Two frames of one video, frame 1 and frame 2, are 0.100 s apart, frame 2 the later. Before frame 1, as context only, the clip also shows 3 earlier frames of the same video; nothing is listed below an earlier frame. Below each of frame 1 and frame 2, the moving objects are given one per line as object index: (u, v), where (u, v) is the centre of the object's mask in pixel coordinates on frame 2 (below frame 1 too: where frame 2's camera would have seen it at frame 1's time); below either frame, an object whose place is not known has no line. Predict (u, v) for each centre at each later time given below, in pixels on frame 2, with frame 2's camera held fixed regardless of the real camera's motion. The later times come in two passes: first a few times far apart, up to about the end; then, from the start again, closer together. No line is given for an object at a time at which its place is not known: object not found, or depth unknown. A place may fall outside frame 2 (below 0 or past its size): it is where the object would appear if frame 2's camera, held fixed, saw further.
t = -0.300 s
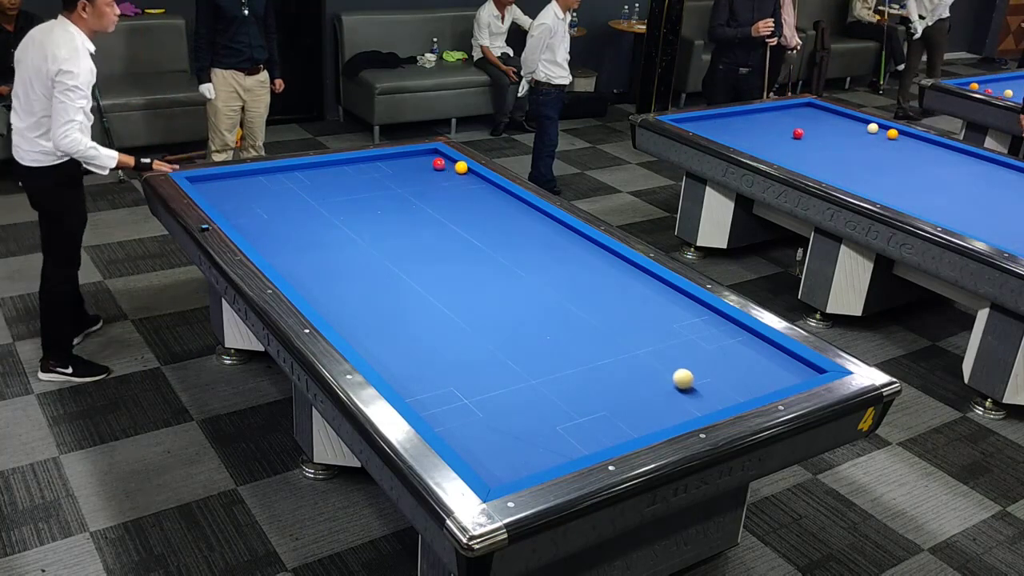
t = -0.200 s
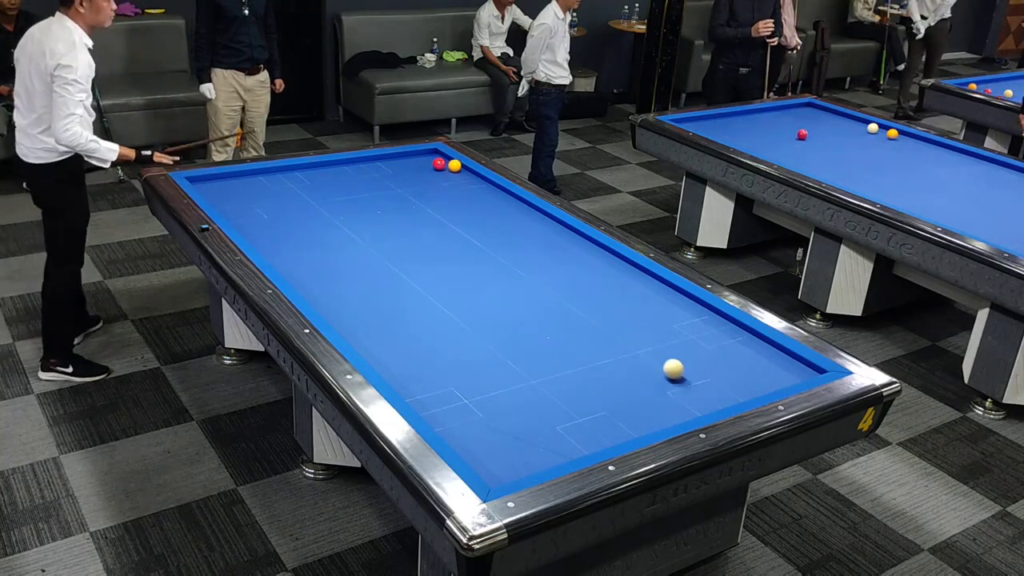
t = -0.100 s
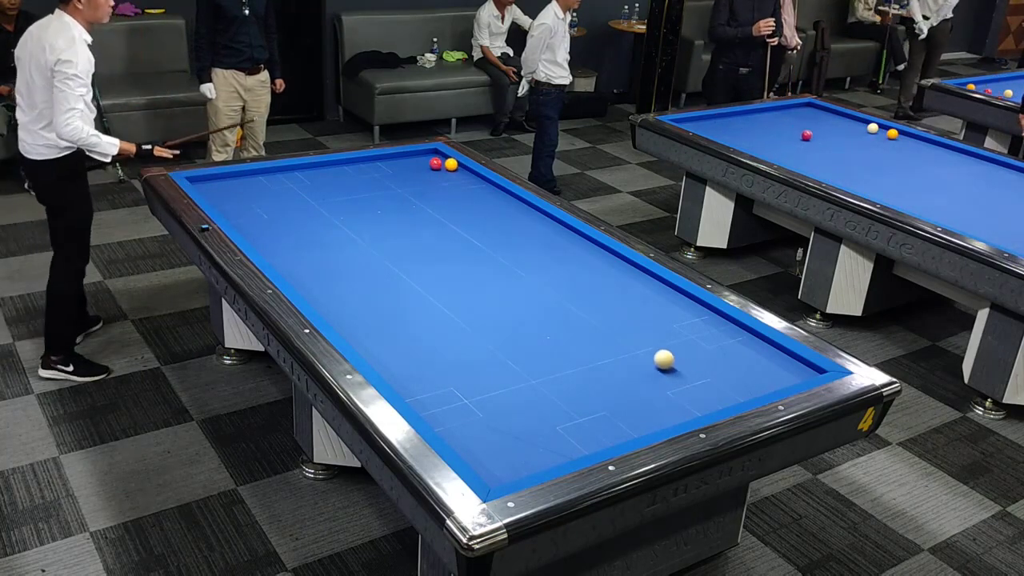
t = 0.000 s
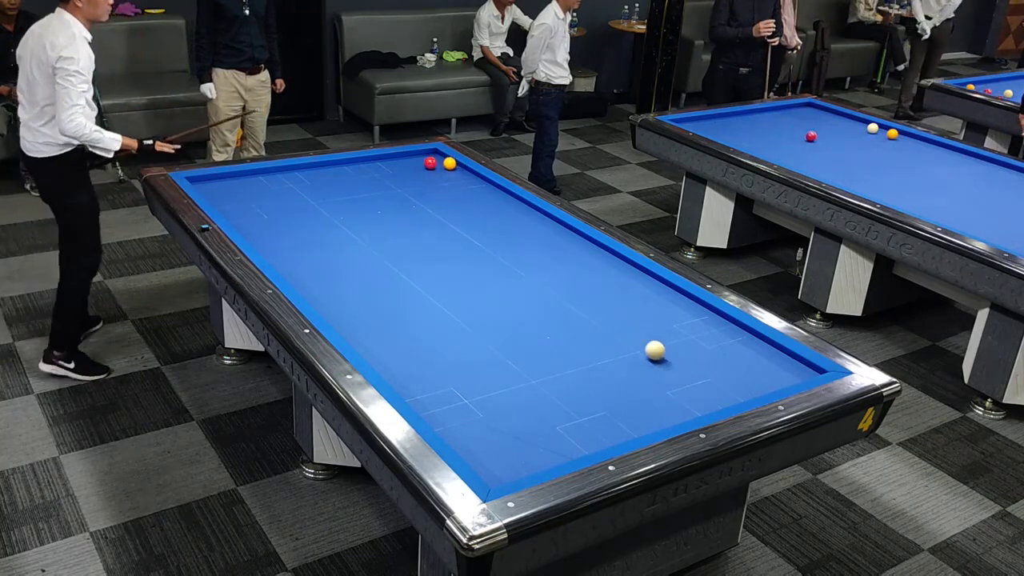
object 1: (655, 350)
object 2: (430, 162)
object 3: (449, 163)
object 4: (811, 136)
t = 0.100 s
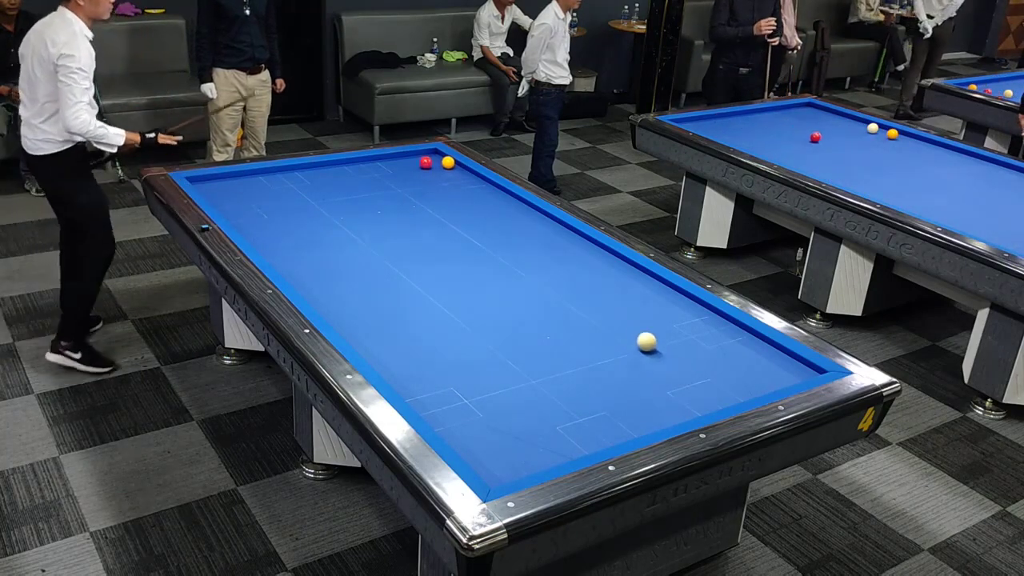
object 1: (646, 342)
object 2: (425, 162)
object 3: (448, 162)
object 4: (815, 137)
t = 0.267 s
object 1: (633, 328)
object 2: (417, 161)
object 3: (446, 161)
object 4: (822, 138)
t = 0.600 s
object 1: (608, 303)
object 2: (402, 159)
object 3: (441, 158)
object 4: (835, 141)
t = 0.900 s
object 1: (589, 283)
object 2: (390, 158)
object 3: (437, 155)
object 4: (847, 143)
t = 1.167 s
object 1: (573, 267)
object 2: (379, 157)
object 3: (434, 153)
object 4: (857, 145)
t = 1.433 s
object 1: (559, 252)
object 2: (375, 158)
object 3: (431, 152)
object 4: (866, 147)
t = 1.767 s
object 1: (543, 236)
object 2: (371, 160)
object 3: (430, 151)
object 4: (876, 149)
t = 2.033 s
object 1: (532, 223)
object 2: (368, 162)
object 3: (430, 152)
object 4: (884, 150)
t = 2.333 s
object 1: (519, 211)
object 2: (365, 163)
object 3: (430, 152)
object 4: (893, 152)
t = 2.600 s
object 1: (510, 201)
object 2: (362, 164)
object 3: (430, 153)
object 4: (899, 153)
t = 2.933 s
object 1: (498, 189)
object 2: (360, 165)
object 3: (430, 153)
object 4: (907, 155)
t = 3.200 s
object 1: (484, 182)
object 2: (359, 166)
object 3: (430, 153)
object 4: (913, 156)
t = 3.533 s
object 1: (465, 173)
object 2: (358, 166)
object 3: (430, 153)
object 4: (919, 157)
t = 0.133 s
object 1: (643, 339)
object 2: (423, 162)
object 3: (447, 162)
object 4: (817, 137)
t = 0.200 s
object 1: (638, 333)
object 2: (421, 162)
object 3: (446, 161)
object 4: (819, 138)
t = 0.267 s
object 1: (633, 328)
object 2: (417, 161)
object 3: (446, 161)
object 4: (822, 138)
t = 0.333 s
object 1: (628, 323)
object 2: (414, 161)
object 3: (445, 160)
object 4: (825, 139)
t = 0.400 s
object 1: (622, 317)
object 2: (411, 160)
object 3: (444, 160)
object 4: (827, 139)
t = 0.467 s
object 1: (618, 312)
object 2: (408, 160)
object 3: (443, 159)
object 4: (830, 140)
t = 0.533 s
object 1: (613, 307)
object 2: (405, 160)
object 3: (442, 158)
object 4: (833, 140)
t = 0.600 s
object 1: (608, 303)
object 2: (402, 159)
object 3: (441, 158)
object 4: (835, 141)
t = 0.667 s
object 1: (604, 298)
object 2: (399, 159)
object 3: (440, 157)
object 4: (838, 141)
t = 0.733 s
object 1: (599, 294)
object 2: (397, 159)
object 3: (439, 157)
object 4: (841, 142)
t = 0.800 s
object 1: (595, 289)
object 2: (394, 159)
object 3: (438, 156)
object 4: (843, 142)
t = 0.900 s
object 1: (589, 283)
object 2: (390, 158)
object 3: (437, 155)
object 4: (847, 143)
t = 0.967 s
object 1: (585, 279)
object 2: (387, 158)
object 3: (436, 155)
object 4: (850, 144)
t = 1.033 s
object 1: (581, 275)
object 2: (384, 158)
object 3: (435, 154)
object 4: (852, 144)
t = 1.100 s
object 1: (577, 271)
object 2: (382, 157)
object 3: (435, 154)
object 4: (854, 145)
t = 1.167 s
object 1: (573, 267)
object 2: (379, 157)
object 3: (434, 153)
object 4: (857, 145)
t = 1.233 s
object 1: (570, 263)
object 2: (377, 157)
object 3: (433, 153)
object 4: (859, 146)
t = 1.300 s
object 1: (566, 259)
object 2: (376, 158)
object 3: (433, 153)
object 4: (861, 146)
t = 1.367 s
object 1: (563, 256)
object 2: (376, 158)
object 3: (432, 152)
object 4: (863, 146)
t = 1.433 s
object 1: (559, 252)
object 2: (375, 158)
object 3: (431, 152)
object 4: (866, 147)
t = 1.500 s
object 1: (556, 249)
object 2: (374, 158)
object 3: (431, 151)
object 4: (868, 147)
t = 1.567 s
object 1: (553, 245)
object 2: (373, 159)
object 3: (430, 151)
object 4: (870, 147)
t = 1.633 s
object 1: (549, 242)
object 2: (372, 159)
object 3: (429, 151)
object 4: (872, 148)
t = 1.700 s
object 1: (546, 239)
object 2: (371, 160)
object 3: (430, 151)
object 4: (874, 148)
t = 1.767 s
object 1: (543, 236)
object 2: (371, 160)
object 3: (430, 151)
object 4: (876, 149)
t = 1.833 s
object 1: (540, 232)
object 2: (370, 161)
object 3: (430, 151)
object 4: (879, 149)
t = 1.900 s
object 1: (537, 229)
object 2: (369, 161)
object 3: (430, 152)
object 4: (880, 150)
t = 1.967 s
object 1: (534, 226)
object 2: (368, 161)
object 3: (430, 152)
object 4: (883, 150)
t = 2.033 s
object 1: (532, 223)
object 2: (368, 162)
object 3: (430, 152)
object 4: (884, 150)
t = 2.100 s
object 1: (529, 220)
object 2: (367, 162)
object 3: (430, 152)
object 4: (886, 151)
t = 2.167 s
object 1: (526, 218)
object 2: (366, 162)
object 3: (430, 152)
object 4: (888, 151)
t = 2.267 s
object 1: (522, 214)
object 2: (365, 162)
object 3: (430, 152)
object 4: (891, 151)
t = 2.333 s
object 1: (519, 211)
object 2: (365, 163)
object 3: (430, 152)
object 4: (893, 152)
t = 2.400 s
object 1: (517, 208)
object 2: (364, 163)
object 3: (430, 153)
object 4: (894, 152)
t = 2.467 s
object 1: (514, 206)
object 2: (364, 163)
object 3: (430, 153)
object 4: (896, 152)
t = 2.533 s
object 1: (512, 203)
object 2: (363, 163)
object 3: (430, 153)
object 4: (898, 153)
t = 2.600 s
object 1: (510, 201)
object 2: (362, 164)
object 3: (430, 153)
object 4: (899, 153)
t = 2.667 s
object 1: (507, 198)
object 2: (362, 164)
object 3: (430, 153)
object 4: (901, 154)
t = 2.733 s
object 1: (505, 196)
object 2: (361, 164)
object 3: (430, 153)
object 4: (902, 154)
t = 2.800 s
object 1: (503, 194)
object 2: (361, 164)
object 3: (430, 153)
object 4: (904, 154)
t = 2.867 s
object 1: (500, 191)
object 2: (360, 165)
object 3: (430, 153)
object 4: (906, 154)
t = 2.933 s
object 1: (498, 189)
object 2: (360, 165)
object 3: (430, 153)
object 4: (907, 155)
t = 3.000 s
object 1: (496, 187)
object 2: (360, 165)
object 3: (430, 153)
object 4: (908, 155)
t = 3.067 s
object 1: (492, 185)
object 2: (359, 165)
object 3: (430, 153)
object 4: (910, 155)
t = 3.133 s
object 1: (488, 184)
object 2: (359, 166)
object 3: (430, 153)
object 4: (911, 156)
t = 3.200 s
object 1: (484, 182)
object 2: (359, 166)
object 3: (430, 153)
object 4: (913, 156)
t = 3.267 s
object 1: (480, 180)
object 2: (358, 166)
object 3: (430, 153)
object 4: (914, 156)
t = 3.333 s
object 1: (477, 179)
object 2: (358, 166)
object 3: (430, 153)
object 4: (915, 156)
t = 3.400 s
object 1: (472, 176)
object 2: (358, 166)
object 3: (430, 153)
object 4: (917, 157)
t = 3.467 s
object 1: (468, 175)
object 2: (358, 166)
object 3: (430, 153)
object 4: (918, 157)
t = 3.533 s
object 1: (465, 173)
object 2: (358, 166)
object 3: (430, 153)
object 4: (919, 157)
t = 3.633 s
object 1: (460, 171)
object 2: (357, 166)
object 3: (430, 153)
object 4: (921, 157)
